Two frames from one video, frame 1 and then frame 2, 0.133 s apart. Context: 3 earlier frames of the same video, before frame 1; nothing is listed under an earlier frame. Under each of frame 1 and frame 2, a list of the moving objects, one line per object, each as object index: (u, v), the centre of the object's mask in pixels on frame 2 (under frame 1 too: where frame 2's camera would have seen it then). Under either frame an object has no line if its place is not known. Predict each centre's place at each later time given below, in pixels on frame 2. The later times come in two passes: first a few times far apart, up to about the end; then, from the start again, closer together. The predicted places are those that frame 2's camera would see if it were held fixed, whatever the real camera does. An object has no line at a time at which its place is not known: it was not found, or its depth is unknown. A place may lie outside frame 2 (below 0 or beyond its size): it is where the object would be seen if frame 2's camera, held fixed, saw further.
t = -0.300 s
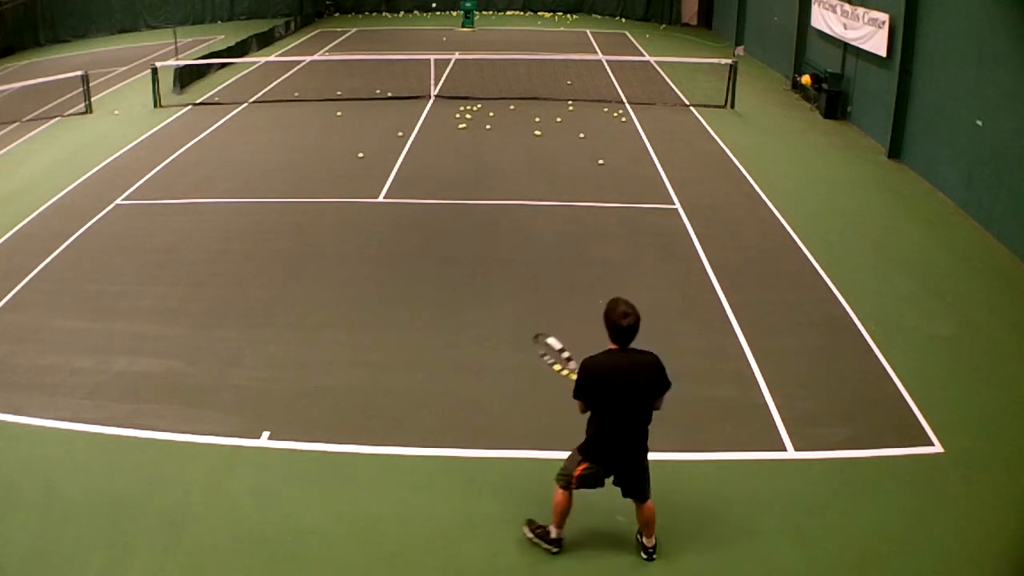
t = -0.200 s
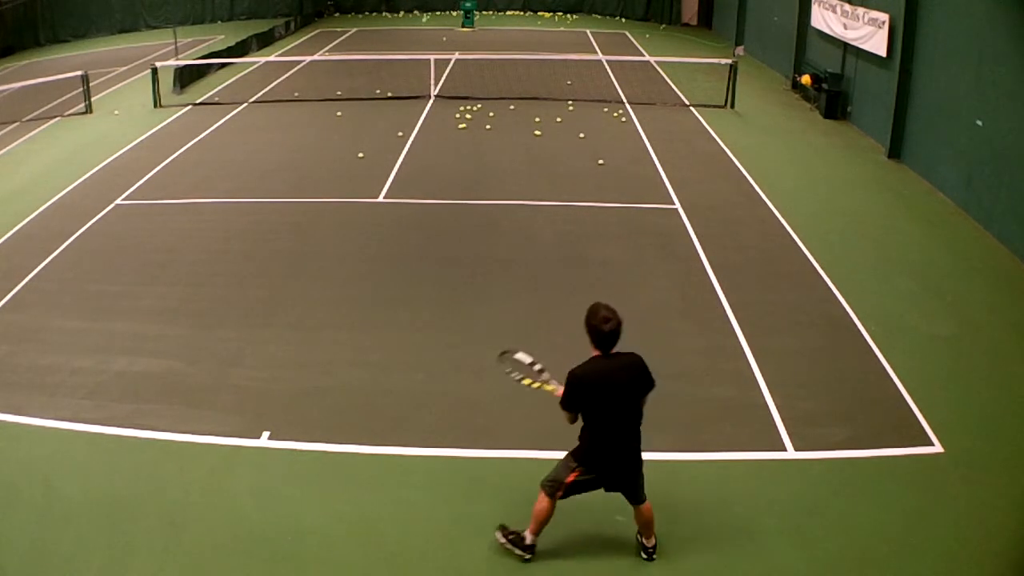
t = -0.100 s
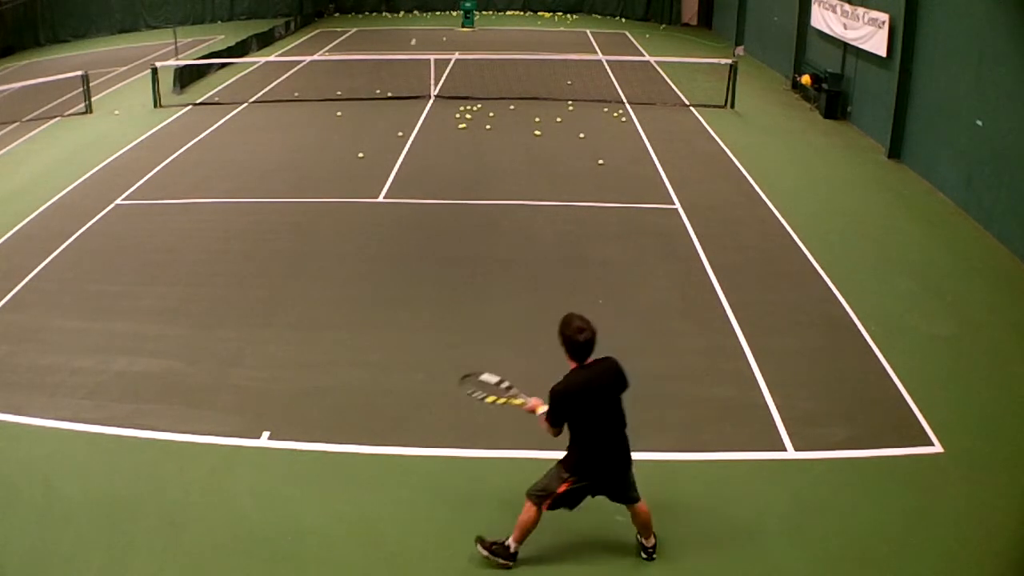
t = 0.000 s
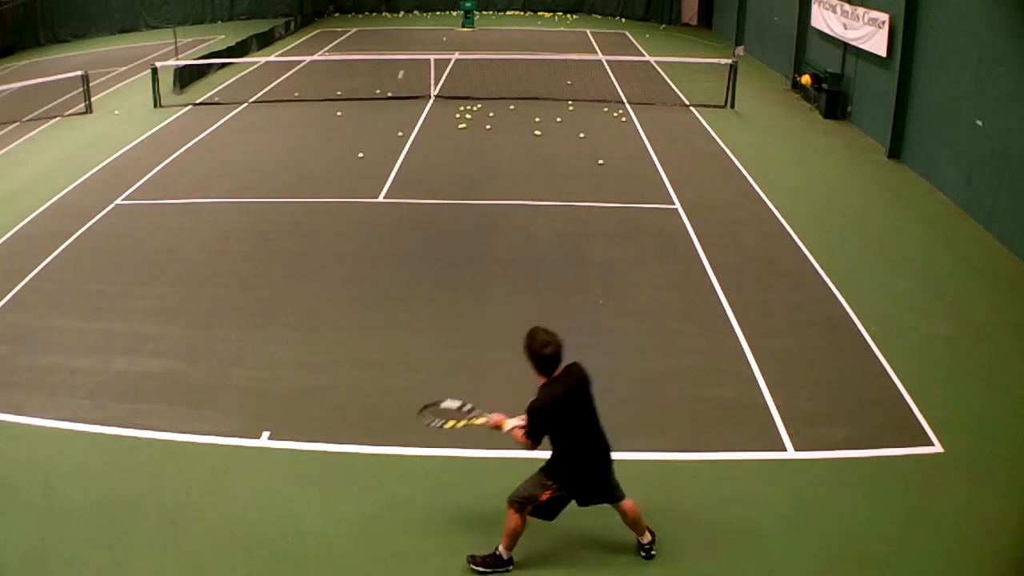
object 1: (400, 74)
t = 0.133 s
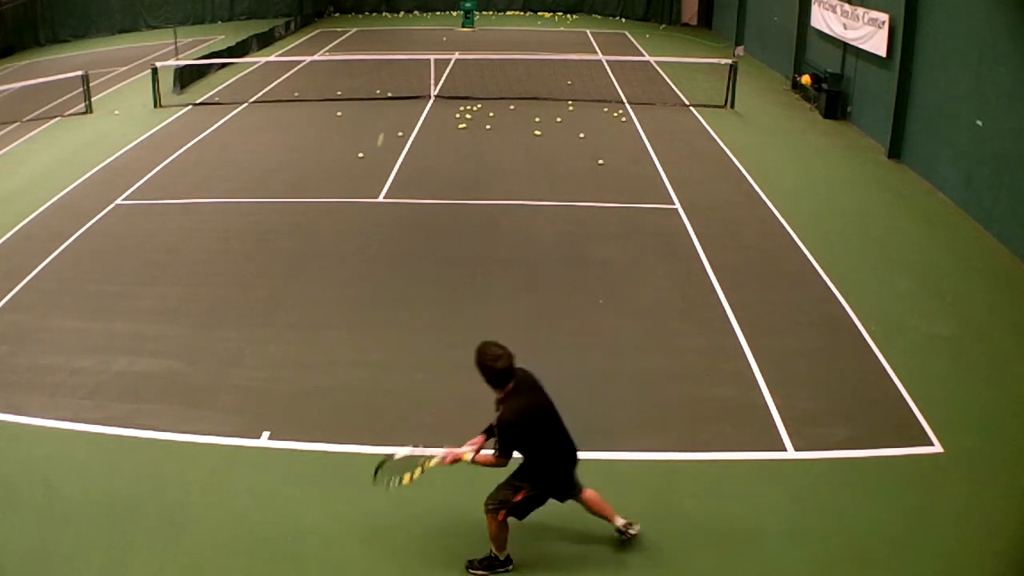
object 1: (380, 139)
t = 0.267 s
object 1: (356, 228)
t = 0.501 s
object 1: (318, 215)
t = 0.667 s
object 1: (285, 239)
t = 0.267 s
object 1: (356, 228)
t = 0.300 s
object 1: (351, 224)
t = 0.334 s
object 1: (346, 220)
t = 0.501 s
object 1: (318, 215)
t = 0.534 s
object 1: (312, 217)
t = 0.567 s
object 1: (305, 220)
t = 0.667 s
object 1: (285, 239)
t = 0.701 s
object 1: (277, 249)
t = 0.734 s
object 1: (270, 261)
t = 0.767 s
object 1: (262, 274)
